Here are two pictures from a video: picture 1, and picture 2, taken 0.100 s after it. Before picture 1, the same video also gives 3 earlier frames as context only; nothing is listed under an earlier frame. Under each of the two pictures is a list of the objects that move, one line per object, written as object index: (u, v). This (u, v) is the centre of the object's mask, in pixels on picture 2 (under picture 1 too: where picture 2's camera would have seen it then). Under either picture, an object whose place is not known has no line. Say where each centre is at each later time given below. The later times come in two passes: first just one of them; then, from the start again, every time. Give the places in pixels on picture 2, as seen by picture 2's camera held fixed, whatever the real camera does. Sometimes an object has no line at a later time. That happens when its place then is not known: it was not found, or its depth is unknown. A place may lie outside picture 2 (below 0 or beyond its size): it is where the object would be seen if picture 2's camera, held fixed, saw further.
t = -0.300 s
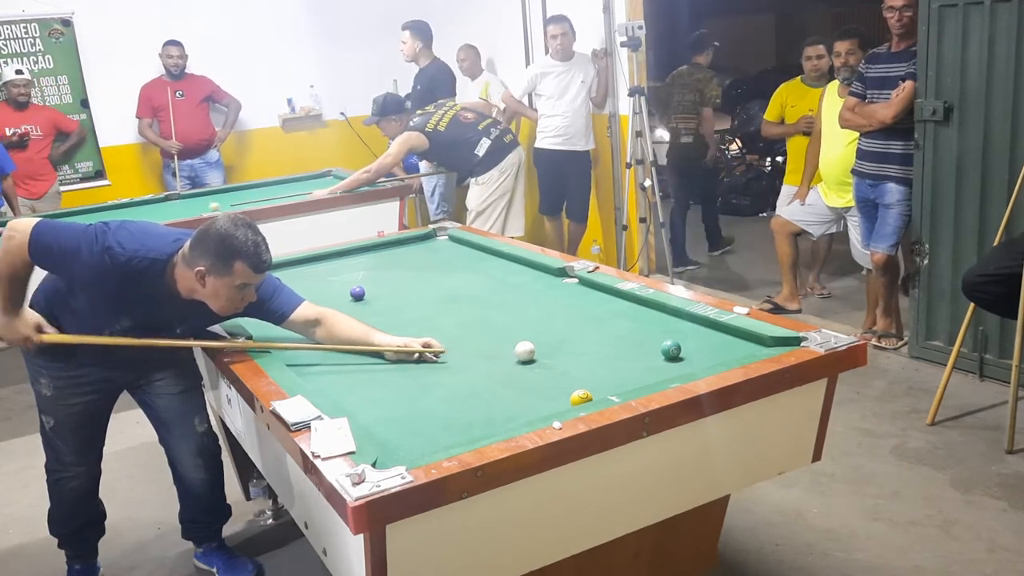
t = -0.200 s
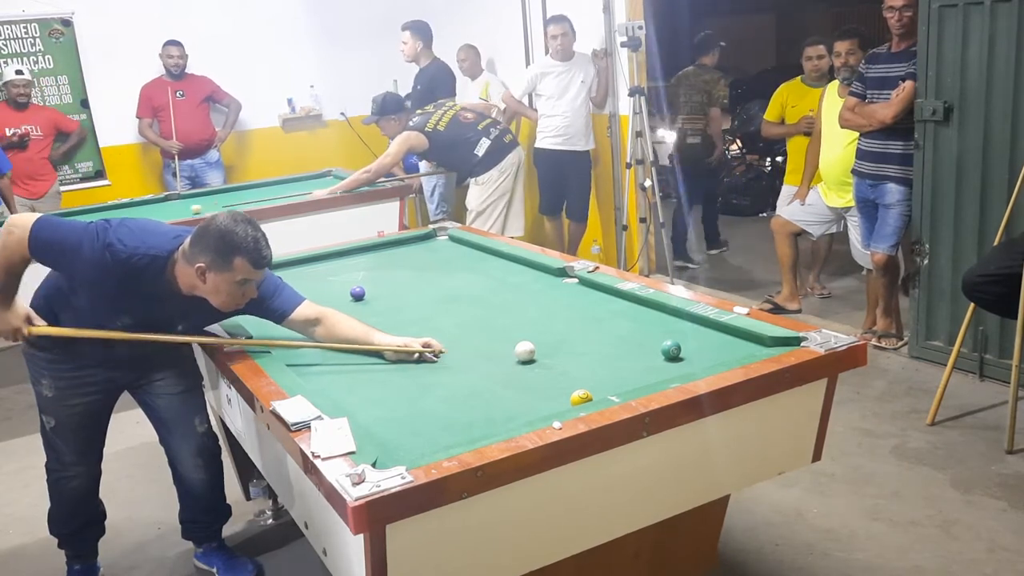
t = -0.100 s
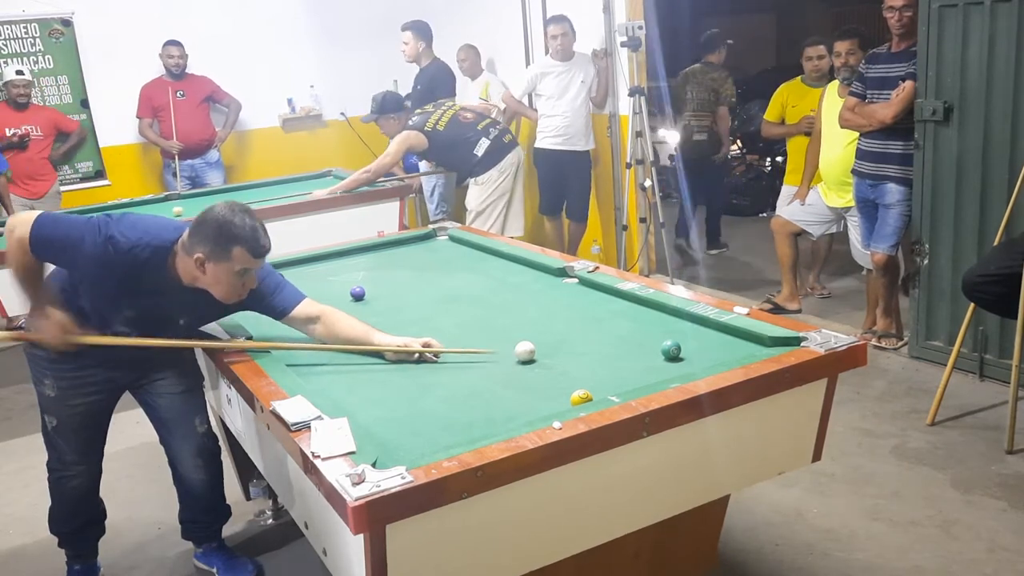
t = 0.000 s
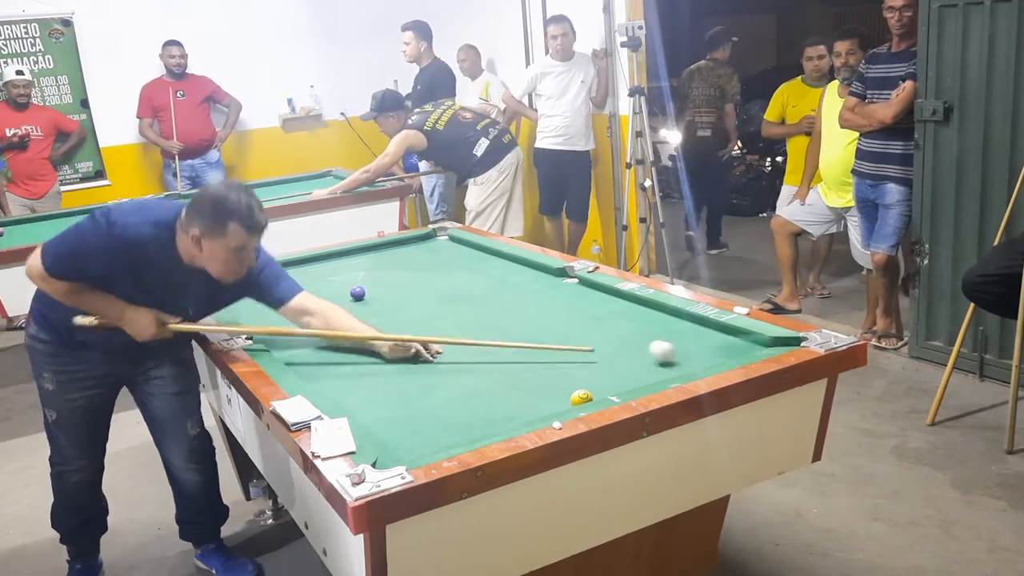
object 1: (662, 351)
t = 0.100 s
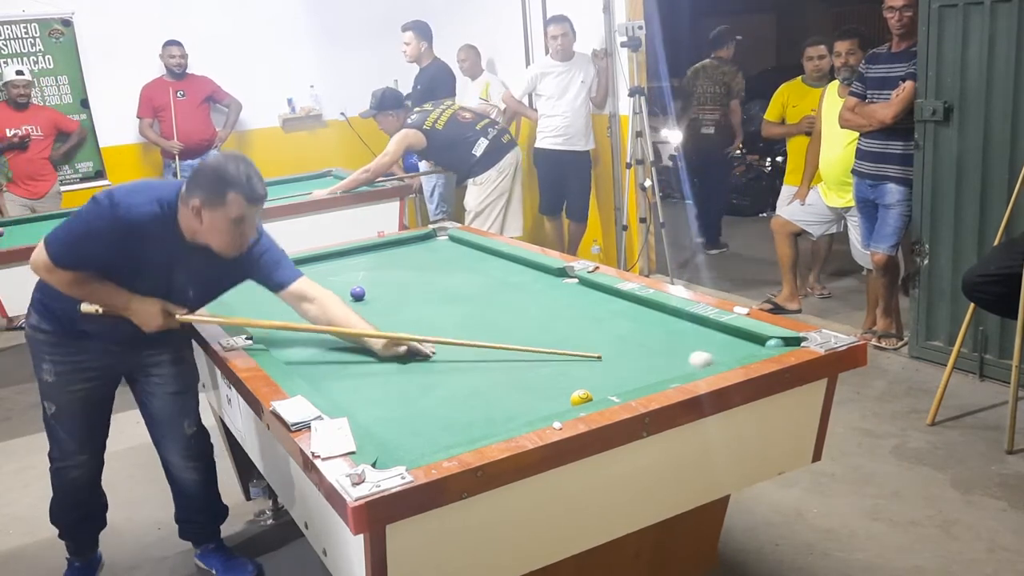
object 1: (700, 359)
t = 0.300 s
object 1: (680, 353)
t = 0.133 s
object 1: (707, 360)
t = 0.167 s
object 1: (701, 359)
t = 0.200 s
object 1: (695, 359)
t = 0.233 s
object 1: (690, 357)
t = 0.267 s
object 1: (685, 355)
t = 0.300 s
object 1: (680, 353)
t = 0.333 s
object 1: (675, 351)
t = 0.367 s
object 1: (670, 349)
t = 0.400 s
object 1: (666, 347)
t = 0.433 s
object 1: (661, 346)
